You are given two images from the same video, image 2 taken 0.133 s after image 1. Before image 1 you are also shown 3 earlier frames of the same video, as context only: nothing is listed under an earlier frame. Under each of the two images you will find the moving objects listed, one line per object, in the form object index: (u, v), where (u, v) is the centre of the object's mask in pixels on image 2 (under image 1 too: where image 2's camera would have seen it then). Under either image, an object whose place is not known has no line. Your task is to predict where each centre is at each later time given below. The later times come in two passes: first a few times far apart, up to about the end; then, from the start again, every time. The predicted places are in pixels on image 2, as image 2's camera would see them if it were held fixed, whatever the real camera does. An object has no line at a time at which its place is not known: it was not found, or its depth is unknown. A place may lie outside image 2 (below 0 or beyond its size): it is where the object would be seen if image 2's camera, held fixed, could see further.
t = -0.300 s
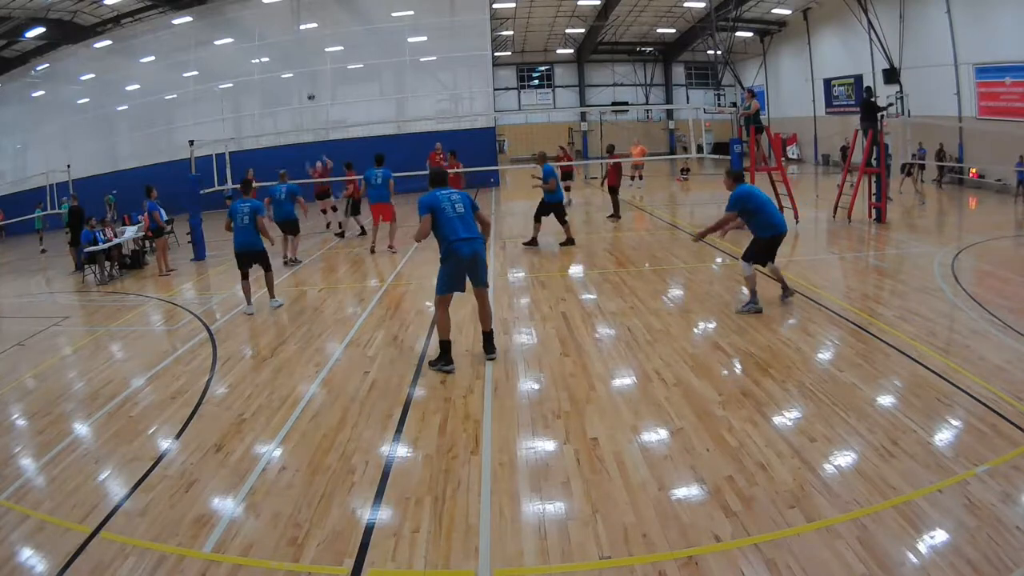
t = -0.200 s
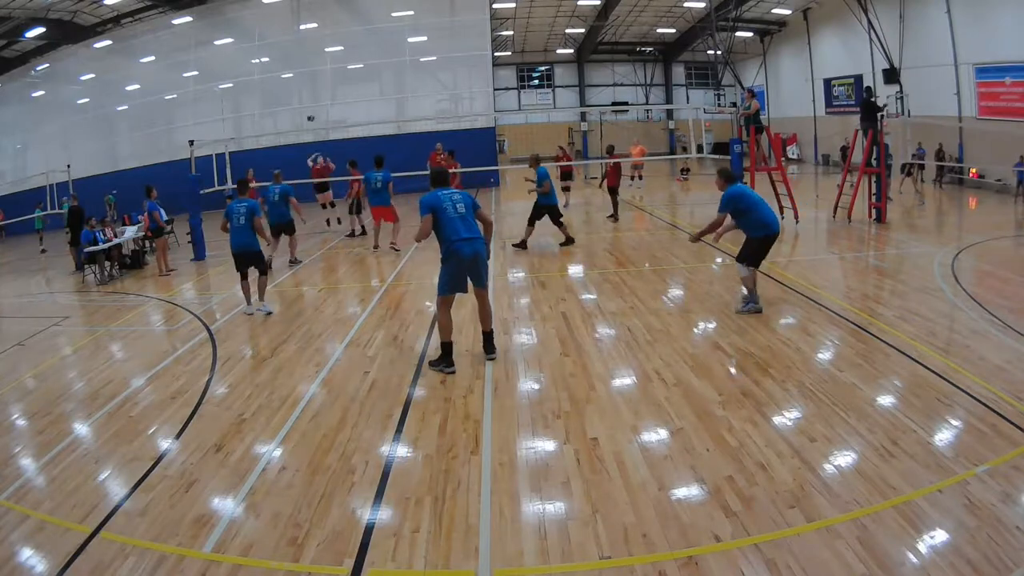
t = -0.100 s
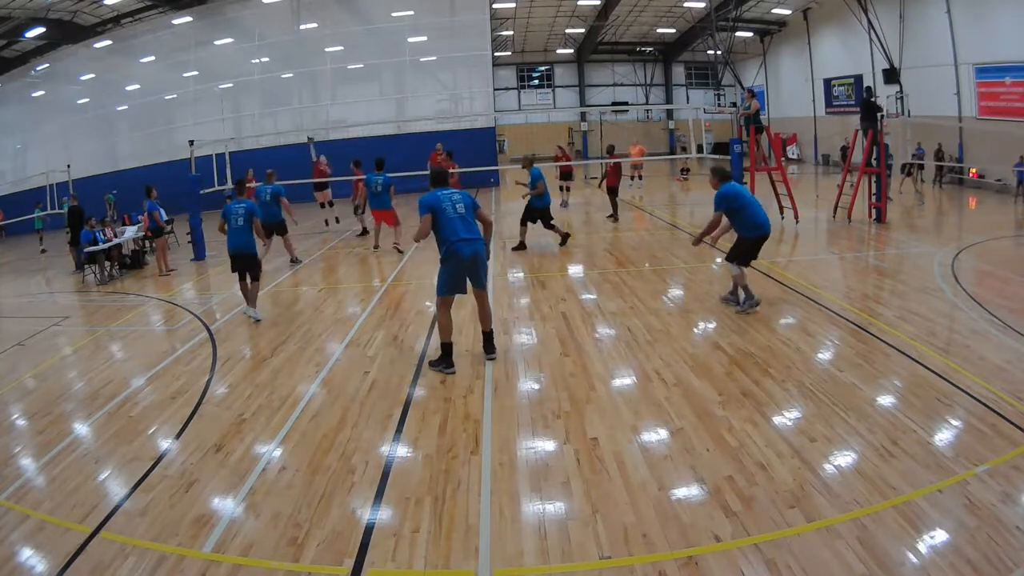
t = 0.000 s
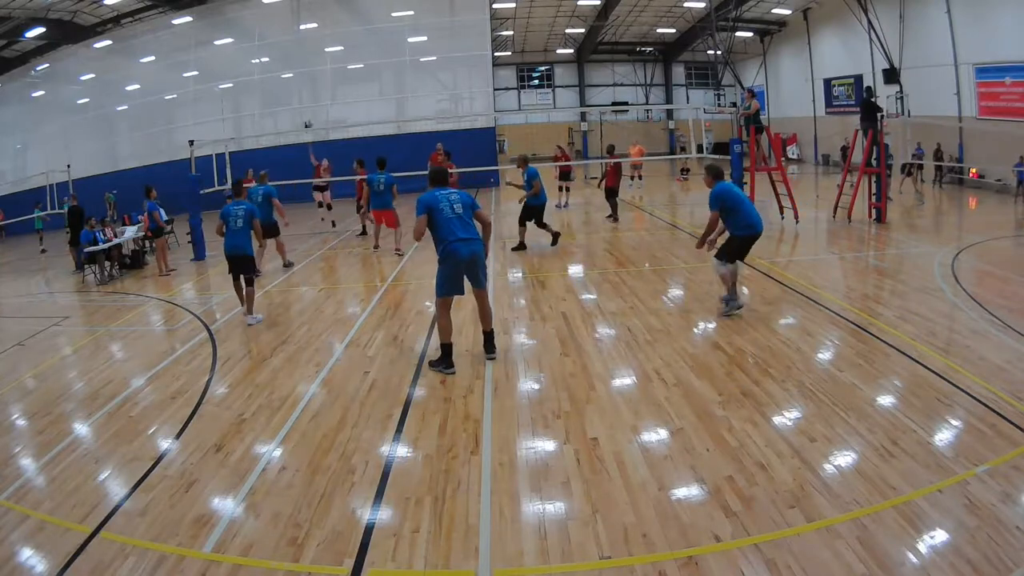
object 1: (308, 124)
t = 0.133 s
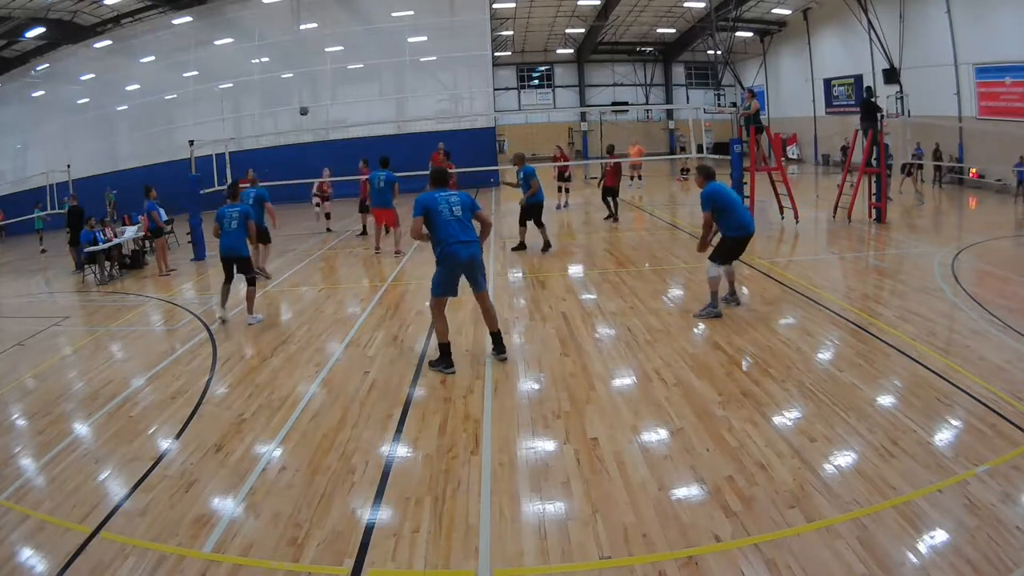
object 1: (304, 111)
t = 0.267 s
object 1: (301, 106)
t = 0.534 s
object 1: (295, 139)
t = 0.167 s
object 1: (303, 108)
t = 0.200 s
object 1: (302, 107)
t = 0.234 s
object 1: (301, 106)
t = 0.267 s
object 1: (301, 106)
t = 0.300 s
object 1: (300, 106)
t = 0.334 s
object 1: (299, 108)
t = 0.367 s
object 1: (298, 110)
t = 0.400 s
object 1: (297, 113)
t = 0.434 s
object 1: (296, 118)
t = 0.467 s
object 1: (296, 124)
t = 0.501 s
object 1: (295, 131)
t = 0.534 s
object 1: (295, 139)
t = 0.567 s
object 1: (295, 150)
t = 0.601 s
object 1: (294, 163)
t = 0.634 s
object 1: (294, 179)
